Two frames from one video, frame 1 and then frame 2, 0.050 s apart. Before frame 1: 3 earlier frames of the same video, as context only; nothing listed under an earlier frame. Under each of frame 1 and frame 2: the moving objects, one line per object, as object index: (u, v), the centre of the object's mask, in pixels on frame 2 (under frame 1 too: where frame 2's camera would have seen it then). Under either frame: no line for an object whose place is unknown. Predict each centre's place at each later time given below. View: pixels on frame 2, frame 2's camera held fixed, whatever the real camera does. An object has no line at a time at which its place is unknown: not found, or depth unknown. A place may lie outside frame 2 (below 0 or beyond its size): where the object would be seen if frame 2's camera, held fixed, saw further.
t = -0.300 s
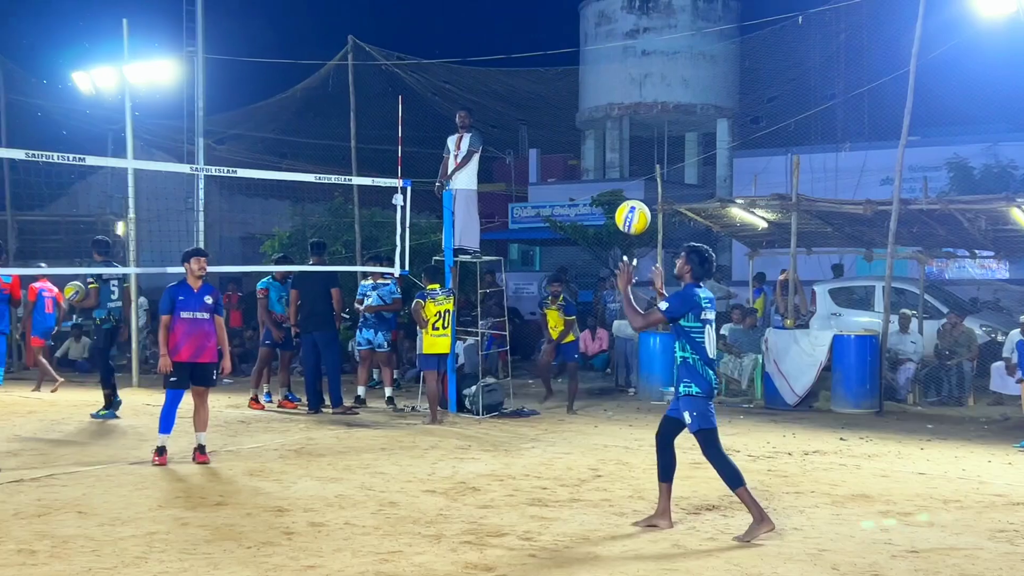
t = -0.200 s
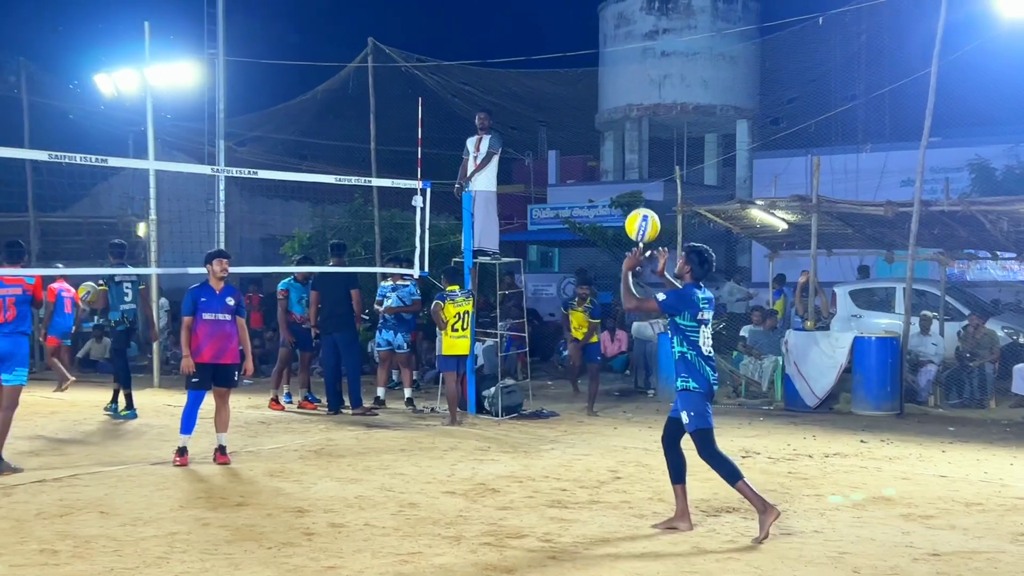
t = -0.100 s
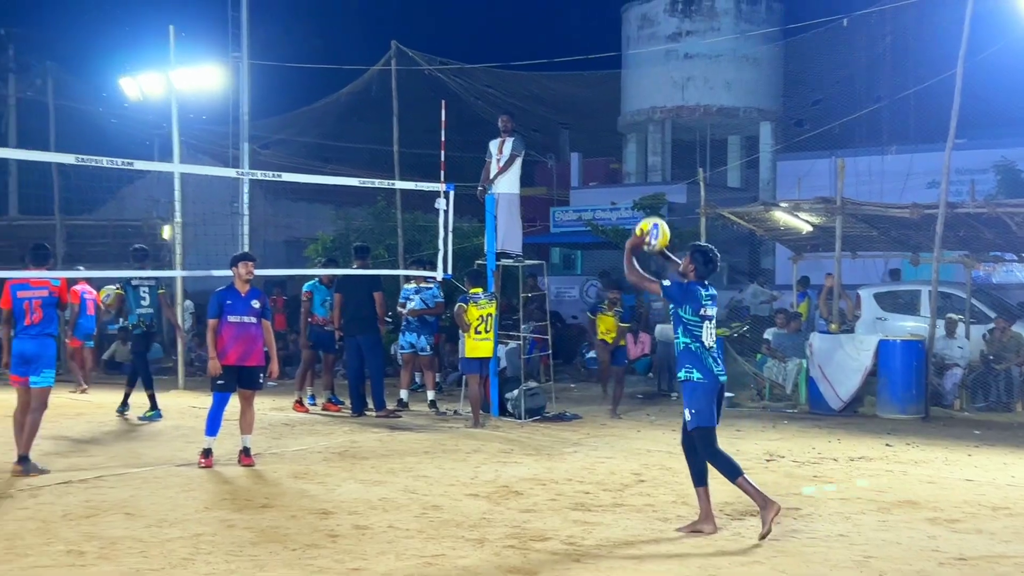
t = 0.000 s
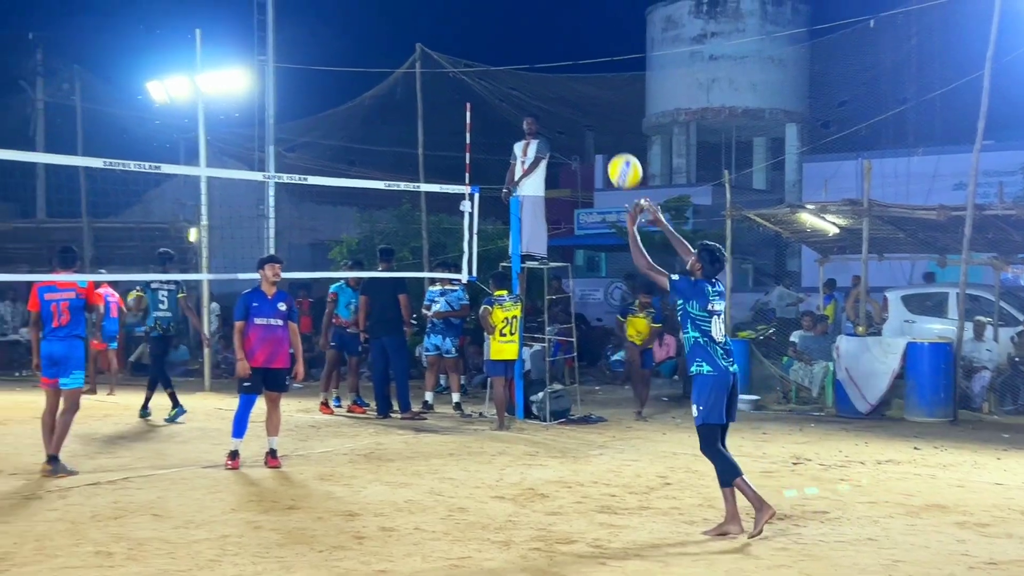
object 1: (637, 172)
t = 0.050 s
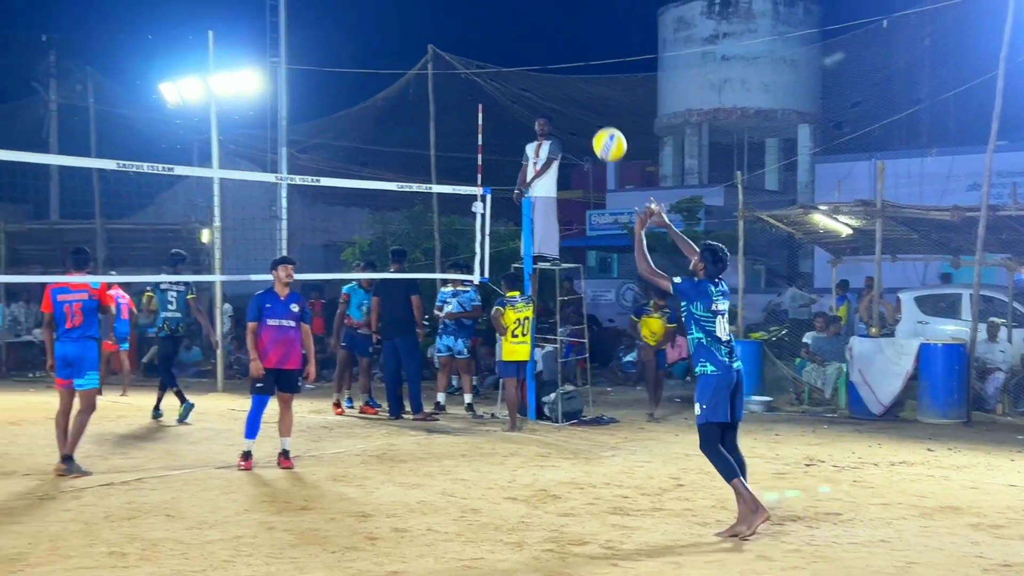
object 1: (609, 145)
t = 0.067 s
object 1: (601, 137)
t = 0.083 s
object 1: (592, 129)
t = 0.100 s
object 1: (583, 122)
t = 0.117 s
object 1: (576, 116)
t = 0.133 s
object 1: (567, 110)
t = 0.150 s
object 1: (559, 105)
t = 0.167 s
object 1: (551, 100)
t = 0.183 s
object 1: (543, 96)
